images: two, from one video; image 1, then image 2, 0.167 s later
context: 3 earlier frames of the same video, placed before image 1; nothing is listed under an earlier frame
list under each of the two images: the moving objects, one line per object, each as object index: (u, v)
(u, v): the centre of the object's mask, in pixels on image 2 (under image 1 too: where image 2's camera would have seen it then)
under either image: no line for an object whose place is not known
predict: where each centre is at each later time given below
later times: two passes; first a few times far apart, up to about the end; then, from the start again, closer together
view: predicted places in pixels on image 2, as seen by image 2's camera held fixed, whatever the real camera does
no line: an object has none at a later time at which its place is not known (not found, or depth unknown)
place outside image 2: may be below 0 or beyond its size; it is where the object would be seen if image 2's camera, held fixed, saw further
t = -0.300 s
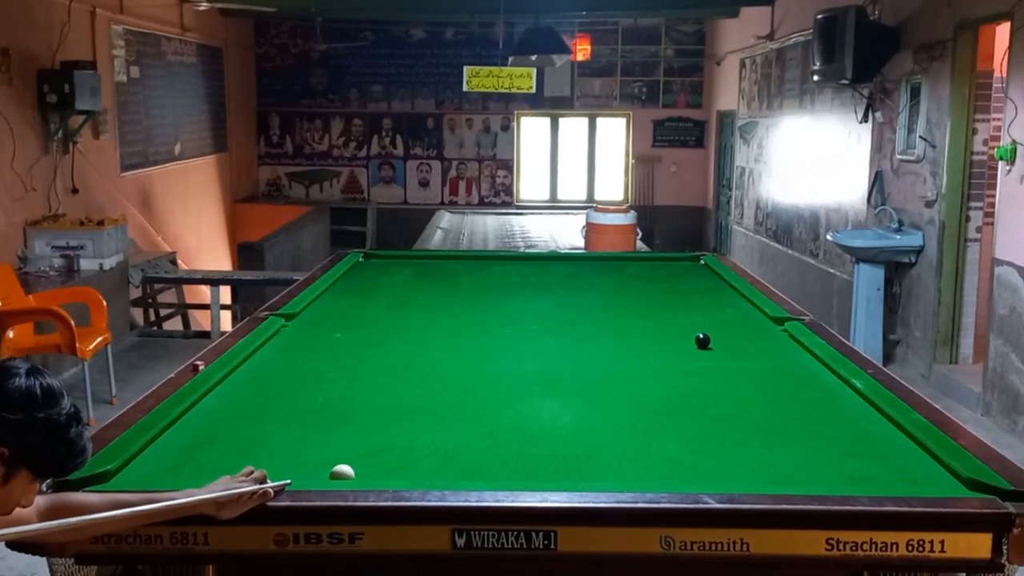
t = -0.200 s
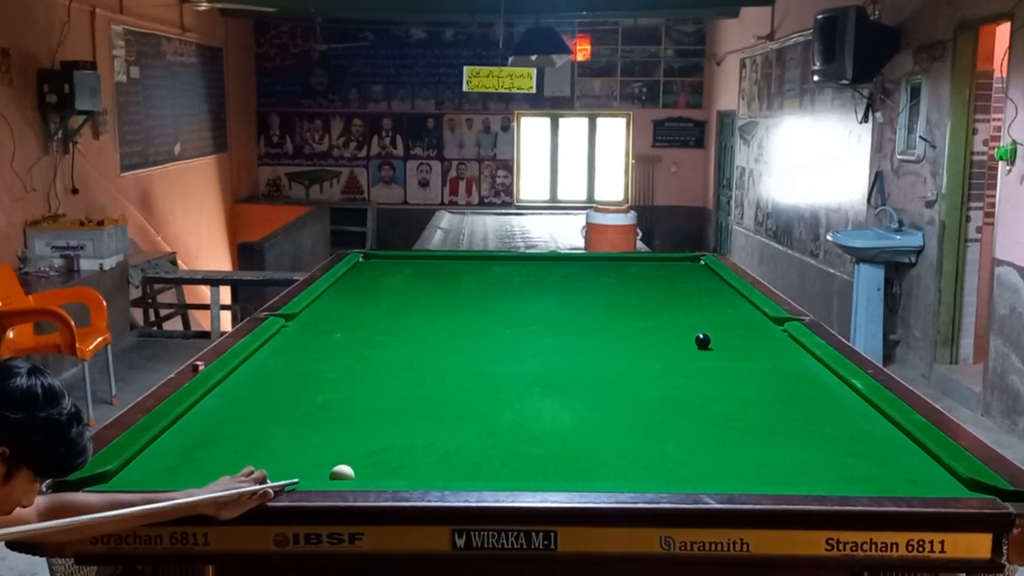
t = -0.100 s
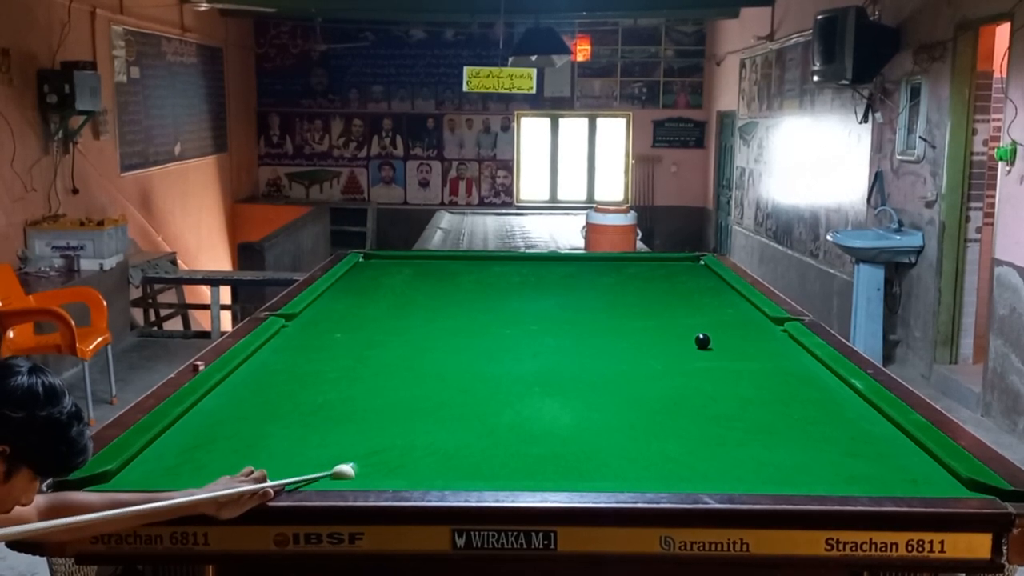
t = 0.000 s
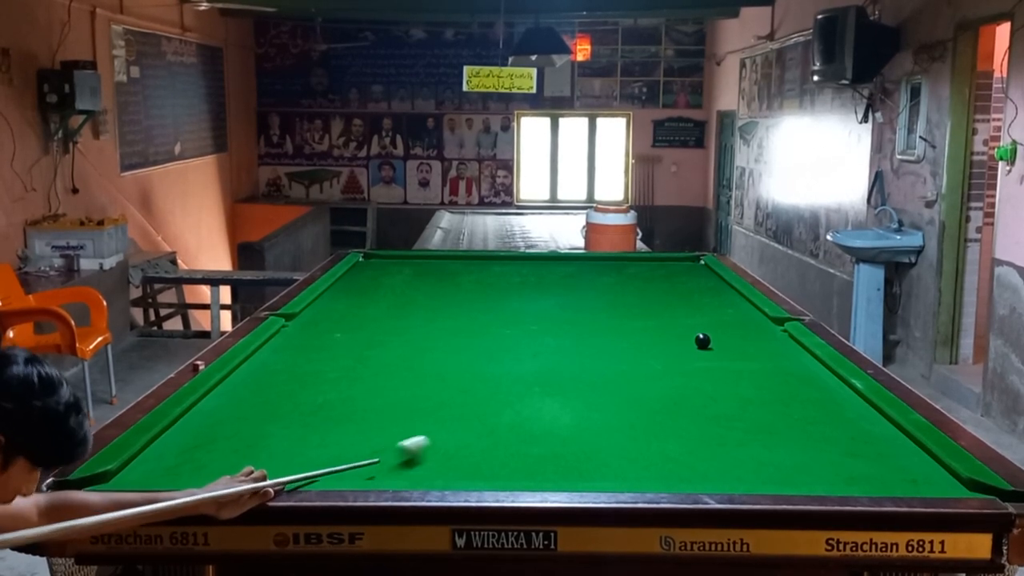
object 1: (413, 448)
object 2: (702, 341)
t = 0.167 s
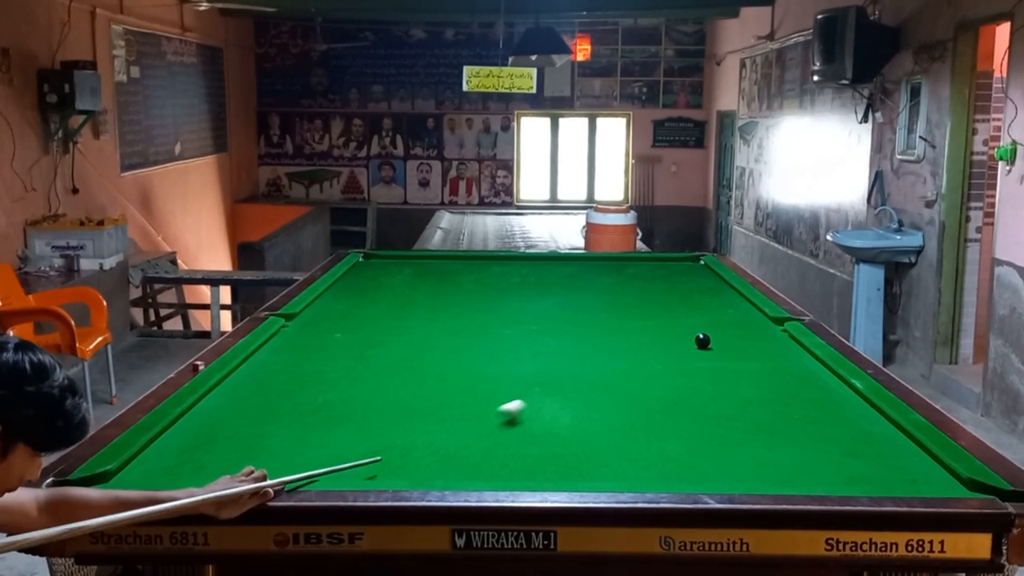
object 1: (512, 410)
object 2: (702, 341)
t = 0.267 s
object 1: (561, 392)
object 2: (702, 341)
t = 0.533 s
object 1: (665, 353)
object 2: (702, 341)
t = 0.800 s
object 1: (696, 340)
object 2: (746, 327)
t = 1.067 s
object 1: (710, 332)
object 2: (733, 319)
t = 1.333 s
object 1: (721, 325)
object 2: (668, 319)
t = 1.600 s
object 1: (731, 319)
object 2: (606, 319)
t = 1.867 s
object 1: (740, 314)
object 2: (546, 318)
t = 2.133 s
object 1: (748, 309)
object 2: (488, 318)
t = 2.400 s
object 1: (748, 305)
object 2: (433, 318)
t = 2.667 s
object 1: (739, 302)
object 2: (380, 318)
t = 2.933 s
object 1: (731, 300)
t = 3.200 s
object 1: (725, 297)
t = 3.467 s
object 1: (720, 296)
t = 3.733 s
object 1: (716, 294)
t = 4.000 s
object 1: (712, 293)
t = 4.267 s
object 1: (710, 293)
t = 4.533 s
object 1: (708, 292)
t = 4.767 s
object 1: (708, 292)
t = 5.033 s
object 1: (708, 292)
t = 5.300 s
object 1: (708, 292)
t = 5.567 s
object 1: (708, 292)
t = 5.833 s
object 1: (708, 292)
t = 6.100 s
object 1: (708, 292)
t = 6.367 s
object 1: (708, 292)
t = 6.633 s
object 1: (708, 292)
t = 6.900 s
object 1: (708, 292)
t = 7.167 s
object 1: (708, 292)
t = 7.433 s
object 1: (708, 292)
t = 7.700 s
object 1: (708, 292)
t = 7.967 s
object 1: (708, 292)
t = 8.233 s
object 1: (708, 292)
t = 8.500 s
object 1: (708, 292)
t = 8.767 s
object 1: (708, 292)
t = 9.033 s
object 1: (708, 292)
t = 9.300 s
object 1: (708, 292)
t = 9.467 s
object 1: (708, 292)
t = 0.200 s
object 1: (529, 403)
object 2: (702, 341)
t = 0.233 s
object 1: (545, 397)
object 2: (702, 341)
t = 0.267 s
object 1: (561, 392)
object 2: (702, 341)
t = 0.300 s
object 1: (576, 386)
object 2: (702, 341)
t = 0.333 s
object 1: (590, 381)
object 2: (702, 341)
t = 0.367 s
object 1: (604, 376)
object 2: (702, 341)
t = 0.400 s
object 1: (617, 371)
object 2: (702, 341)
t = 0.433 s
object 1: (630, 366)
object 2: (702, 341)
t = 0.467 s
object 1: (642, 361)
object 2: (702, 341)
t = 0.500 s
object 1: (654, 357)
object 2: (702, 341)
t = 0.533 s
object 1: (665, 353)
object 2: (702, 341)
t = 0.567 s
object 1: (676, 349)
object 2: (702, 341)
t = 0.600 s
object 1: (686, 345)
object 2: (703, 341)
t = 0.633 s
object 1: (694, 343)
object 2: (705, 340)
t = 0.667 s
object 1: (694, 343)
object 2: (714, 337)
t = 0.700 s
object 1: (694, 342)
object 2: (723, 334)
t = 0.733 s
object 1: (694, 342)
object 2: (731, 331)
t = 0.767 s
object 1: (695, 340)
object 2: (739, 329)
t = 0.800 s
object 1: (696, 340)
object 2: (746, 327)
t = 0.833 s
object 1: (698, 339)
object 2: (752, 325)
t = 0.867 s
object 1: (700, 338)
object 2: (758, 323)
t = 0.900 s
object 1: (701, 337)
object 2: (764, 321)
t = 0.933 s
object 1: (703, 336)
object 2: (767, 319)
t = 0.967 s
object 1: (705, 335)
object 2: (758, 319)
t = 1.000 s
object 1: (706, 334)
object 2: (750, 320)
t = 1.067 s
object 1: (710, 332)
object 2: (733, 319)
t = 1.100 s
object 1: (711, 331)
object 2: (724, 319)
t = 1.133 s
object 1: (713, 331)
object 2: (717, 318)
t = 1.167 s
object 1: (714, 329)
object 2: (708, 318)
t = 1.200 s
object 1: (715, 328)
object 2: (700, 319)
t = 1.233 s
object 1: (717, 327)
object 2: (692, 319)
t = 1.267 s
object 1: (718, 327)
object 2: (684, 319)
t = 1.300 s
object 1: (720, 326)
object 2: (676, 319)
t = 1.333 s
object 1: (721, 325)
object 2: (668, 319)
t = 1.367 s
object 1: (722, 324)
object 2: (660, 319)
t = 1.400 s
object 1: (724, 323)
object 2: (652, 319)
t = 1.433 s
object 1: (725, 323)
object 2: (644, 319)
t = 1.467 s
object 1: (726, 322)
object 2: (637, 319)
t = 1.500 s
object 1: (727, 321)
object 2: (629, 318)
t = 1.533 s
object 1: (729, 321)
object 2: (621, 319)
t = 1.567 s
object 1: (730, 320)
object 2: (613, 319)
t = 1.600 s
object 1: (731, 319)
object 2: (606, 319)
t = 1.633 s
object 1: (732, 319)
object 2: (598, 319)
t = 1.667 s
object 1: (734, 318)
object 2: (591, 318)
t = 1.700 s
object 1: (735, 317)
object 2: (583, 319)
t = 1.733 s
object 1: (736, 316)
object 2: (576, 319)
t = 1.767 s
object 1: (737, 315)
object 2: (568, 318)
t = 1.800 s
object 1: (738, 315)
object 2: (561, 318)
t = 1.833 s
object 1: (739, 314)
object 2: (553, 319)
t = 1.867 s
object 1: (740, 314)
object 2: (546, 318)
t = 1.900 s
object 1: (741, 313)
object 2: (539, 318)
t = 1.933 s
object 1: (742, 312)
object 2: (532, 318)
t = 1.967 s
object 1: (743, 312)
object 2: (524, 318)
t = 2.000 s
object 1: (744, 311)
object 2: (517, 318)
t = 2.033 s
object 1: (745, 311)
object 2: (509, 318)
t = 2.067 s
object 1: (746, 310)
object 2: (502, 318)
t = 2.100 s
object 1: (747, 310)
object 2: (495, 318)
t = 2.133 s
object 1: (748, 309)
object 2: (488, 318)
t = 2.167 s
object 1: (749, 308)
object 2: (481, 318)
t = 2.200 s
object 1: (750, 308)
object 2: (474, 318)
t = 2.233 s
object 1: (751, 308)
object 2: (467, 318)
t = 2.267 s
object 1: (751, 307)
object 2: (460, 318)
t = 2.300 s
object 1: (752, 307)
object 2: (453, 318)
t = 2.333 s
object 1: (751, 306)
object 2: (446, 318)
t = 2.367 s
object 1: (749, 306)
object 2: (440, 318)
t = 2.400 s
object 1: (748, 305)
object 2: (433, 318)
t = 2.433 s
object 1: (747, 305)
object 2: (426, 318)
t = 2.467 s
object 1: (745, 304)
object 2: (419, 318)
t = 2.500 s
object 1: (745, 304)
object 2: (413, 318)
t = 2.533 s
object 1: (743, 304)
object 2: (406, 318)
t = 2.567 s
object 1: (742, 303)
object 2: (399, 318)
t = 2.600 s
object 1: (741, 303)
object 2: (393, 318)
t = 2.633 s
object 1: (740, 302)
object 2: (386, 318)
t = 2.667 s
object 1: (739, 302)
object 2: (380, 318)
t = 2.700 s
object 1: (738, 302)
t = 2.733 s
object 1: (737, 302)
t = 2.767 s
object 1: (736, 301)
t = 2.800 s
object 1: (735, 301)
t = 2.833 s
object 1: (734, 301)
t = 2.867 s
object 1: (733, 300)
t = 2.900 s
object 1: (732, 300)
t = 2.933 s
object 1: (731, 300)
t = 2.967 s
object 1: (731, 299)
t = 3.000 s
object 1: (730, 299)
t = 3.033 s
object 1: (729, 299)
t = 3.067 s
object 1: (728, 298)
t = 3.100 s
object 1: (727, 298)
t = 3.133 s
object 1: (727, 298)
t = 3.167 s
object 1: (726, 298)
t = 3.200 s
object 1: (725, 297)
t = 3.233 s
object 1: (724, 297)
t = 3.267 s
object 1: (724, 297)
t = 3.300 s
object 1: (723, 297)
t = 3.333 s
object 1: (723, 296)
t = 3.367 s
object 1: (722, 296)
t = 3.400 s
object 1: (721, 296)
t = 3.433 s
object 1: (721, 296)
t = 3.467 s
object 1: (720, 296)
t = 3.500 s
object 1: (719, 296)
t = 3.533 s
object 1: (719, 295)
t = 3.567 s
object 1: (718, 295)
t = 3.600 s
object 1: (718, 295)
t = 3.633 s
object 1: (717, 295)
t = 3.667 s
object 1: (717, 295)
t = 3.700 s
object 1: (716, 294)
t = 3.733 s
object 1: (716, 294)
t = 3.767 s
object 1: (715, 294)
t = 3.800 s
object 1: (715, 294)
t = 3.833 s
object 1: (714, 294)
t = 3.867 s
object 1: (714, 294)
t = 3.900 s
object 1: (713, 294)
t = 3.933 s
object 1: (713, 293)
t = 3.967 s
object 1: (713, 293)
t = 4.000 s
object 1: (712, 293)
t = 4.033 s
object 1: (712, 293)
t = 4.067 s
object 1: (711, 293)
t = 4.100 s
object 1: (711, 293)
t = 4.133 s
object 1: (711, 293)
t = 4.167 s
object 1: (711, 293)
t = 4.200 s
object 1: (710, 293)
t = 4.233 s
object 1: (710, 293)
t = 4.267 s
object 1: (710, 293)
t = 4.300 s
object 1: (709, 293)
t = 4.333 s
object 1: (709, 292)
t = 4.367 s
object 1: (709, 293)
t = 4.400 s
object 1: (709, 292)
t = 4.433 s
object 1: (708, 292)
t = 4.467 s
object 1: (708, 293)
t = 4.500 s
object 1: (708, 292)
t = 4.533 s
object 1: (708, 292)
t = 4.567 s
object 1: (708, 292)
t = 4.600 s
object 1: (708, 292)
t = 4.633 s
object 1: (708, 292)
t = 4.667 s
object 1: (708, 292)
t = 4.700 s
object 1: (708, 292)
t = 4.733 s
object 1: (708, 292)
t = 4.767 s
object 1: (708, 292)
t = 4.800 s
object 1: (708, 292)
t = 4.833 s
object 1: (708, 292)
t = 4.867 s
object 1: (708, 292)
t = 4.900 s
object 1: (708, 292)
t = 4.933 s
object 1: (708, 292)
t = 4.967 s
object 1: (708, 292)
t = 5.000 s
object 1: (708, 292)
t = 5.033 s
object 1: (708, 292)
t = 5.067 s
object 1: (708, 292)
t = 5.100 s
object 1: (708, 292)
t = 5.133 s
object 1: (708, 292)
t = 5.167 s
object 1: (708, 292)
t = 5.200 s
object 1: (708, 292)
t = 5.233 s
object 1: (708, 292)
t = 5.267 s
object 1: (708, 292)
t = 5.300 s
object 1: (708, 292)
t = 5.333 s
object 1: (708, 292)
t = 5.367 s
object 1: (708, 292)
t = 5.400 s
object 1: (708, 292)
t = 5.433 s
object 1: (708, 292)
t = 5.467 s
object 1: (708, 292)
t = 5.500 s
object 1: (708, 292)
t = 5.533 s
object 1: (708, 292)
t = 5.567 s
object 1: (708, 292)
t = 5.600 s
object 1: (708, 292)
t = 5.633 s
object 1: (708, 292)
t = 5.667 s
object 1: (708, 292)
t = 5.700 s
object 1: (708, 292)
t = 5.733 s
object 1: (708, 292)
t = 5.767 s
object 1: (708, 292)
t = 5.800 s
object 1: (708, 292)
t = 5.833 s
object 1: (708, 292)
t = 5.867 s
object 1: (708, 292)
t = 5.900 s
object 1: (708, 292)
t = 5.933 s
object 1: (708, 292)
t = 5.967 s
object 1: (708, 292)
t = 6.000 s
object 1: (708, 292)
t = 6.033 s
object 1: (708, 292)
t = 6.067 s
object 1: (708, 292)
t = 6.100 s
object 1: (708, 292)
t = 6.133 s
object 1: (708, 292)
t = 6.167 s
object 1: (708, 292)
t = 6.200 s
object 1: (708, 292)
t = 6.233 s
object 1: (708, 292)
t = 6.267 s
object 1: (708, 292)
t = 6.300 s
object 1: (708, 292)
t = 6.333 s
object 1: (708, 292)
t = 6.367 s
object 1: (708, 292)
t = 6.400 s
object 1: (708, 292)
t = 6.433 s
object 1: (708, 292)
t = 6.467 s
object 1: (708, 292)
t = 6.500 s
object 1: (708, 292)
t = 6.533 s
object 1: (708, 292)
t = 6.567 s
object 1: (708, 292)
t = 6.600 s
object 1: (708, 292)
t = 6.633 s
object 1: (708, 292)
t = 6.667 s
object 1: (708, 292)
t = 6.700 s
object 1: (708, 292)
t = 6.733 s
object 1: (708, 292)
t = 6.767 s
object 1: (708, 292)
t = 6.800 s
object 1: (708, 292)
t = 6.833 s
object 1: (708, 292)
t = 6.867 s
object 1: (708, 292)
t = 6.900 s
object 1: (708, 292)
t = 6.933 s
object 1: (708, 292)
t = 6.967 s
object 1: (708, 292)
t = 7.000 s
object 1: (708, 292)
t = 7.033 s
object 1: (708, 292)
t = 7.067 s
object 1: (708, 292)
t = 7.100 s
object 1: (708, 292)
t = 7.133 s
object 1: (708, 292)
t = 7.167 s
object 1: (708, 292)
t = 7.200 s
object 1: (708, 292)
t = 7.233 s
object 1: (708, 292)
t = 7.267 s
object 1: (708, 292)
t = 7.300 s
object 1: (708, 292)
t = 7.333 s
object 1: (708, 292)
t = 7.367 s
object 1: (708, 292)
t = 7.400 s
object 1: (708, 292)
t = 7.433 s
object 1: (708, 292)
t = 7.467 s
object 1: (708, 292)
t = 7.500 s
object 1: (708, 292)
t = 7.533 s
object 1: (708, 292)
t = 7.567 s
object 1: (708, 292)
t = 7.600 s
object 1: (708, 292)
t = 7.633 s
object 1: (708, 292)
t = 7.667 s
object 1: (708, 292)
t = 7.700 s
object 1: (708, 292)
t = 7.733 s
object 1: (708, 292)
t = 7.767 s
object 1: (708, 292)
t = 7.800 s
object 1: (708, 292)
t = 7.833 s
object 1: (708, 292)
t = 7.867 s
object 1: (708, 292)
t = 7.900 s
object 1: (708, 292)
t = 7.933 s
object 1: (708, 292)
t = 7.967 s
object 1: (708, 292)
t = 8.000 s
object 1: (708, 292)
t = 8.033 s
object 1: (708, 292)
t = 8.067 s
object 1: (708, 292)
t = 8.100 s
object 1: (708, 292)
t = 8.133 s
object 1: (708, 292)
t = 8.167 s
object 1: (708, 292)
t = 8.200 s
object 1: (708, 292)
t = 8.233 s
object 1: (708, 292)
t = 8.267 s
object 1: (708, 292)
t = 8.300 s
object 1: (708, 292)
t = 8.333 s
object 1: (708, 292)
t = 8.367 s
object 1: (708, 292)
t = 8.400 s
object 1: (708, 292)
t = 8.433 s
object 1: (708, 292)
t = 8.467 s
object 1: (708, 292)
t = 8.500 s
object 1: (708, 292)
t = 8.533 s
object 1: (708, 292)
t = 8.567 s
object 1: (708, 292)
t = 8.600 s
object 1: (708, 292)
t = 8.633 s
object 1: (708, 292)
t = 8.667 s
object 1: (708, 292)
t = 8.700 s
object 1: (708, 292)
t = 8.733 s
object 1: (708, 292)
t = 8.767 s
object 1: (708, 292)
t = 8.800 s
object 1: (708, 292)
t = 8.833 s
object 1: (708, 292)
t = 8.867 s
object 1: (708, 292)
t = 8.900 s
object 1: (708, 292)
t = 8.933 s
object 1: (708, 292)
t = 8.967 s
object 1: (708, 292)
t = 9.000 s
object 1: (708, 292)
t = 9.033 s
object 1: (708, 292)
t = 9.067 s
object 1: (708, 292)
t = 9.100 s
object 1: (708, 292)
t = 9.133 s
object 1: (708, 292)
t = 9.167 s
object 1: (708, 292)
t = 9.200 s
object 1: (708, 292)
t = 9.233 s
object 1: (708, 292)
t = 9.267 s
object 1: (708, 292)
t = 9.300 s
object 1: (708, 292)
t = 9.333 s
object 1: (708, 292)
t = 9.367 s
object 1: (708, 292)
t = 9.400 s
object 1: (708, 292)
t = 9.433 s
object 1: (708, 292)
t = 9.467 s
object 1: (708, 292)
